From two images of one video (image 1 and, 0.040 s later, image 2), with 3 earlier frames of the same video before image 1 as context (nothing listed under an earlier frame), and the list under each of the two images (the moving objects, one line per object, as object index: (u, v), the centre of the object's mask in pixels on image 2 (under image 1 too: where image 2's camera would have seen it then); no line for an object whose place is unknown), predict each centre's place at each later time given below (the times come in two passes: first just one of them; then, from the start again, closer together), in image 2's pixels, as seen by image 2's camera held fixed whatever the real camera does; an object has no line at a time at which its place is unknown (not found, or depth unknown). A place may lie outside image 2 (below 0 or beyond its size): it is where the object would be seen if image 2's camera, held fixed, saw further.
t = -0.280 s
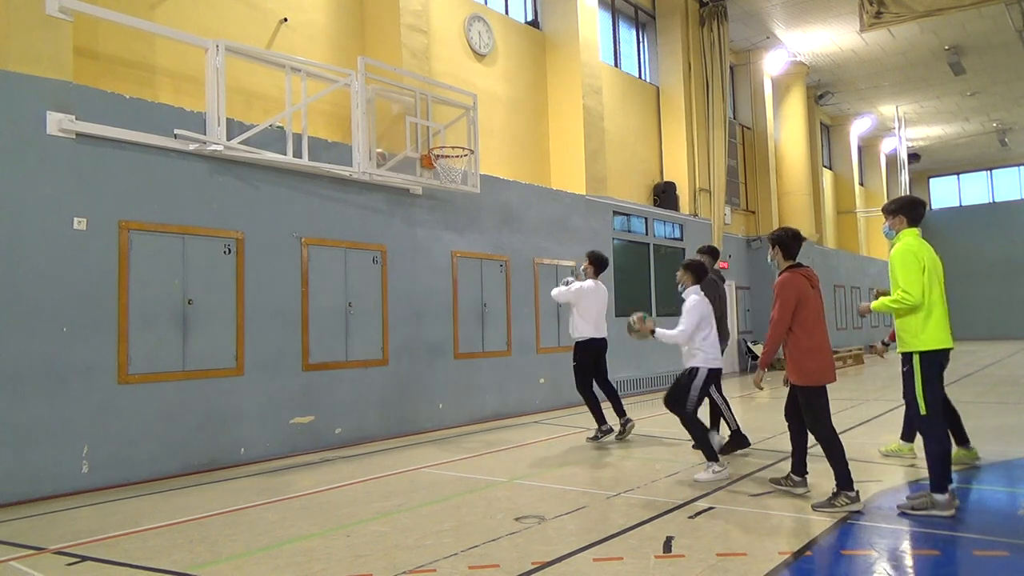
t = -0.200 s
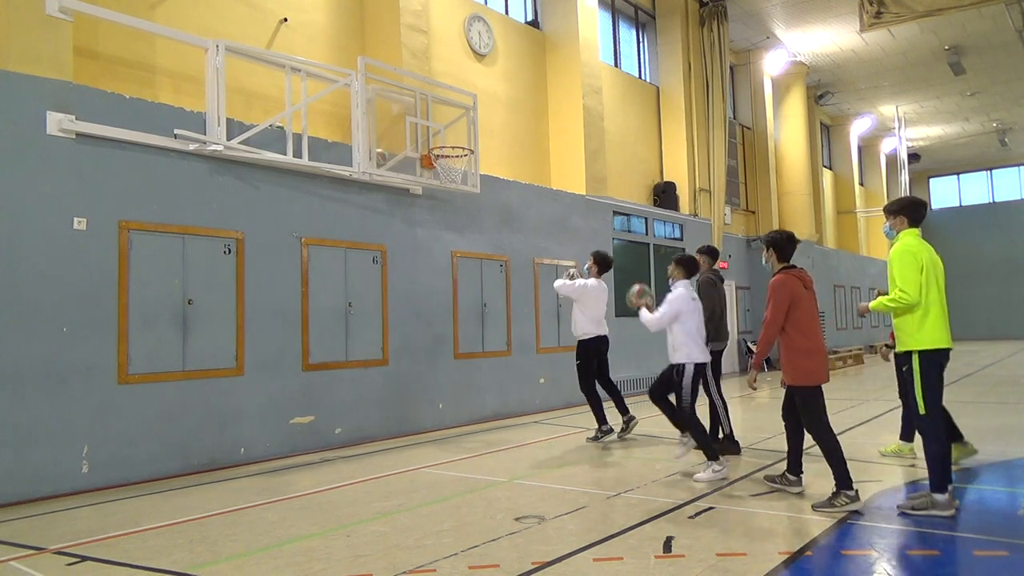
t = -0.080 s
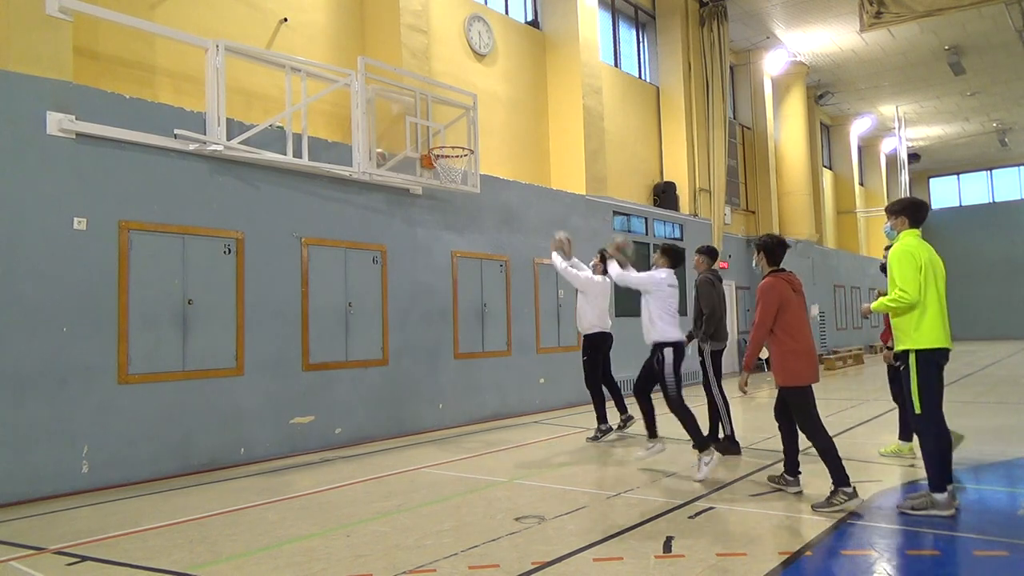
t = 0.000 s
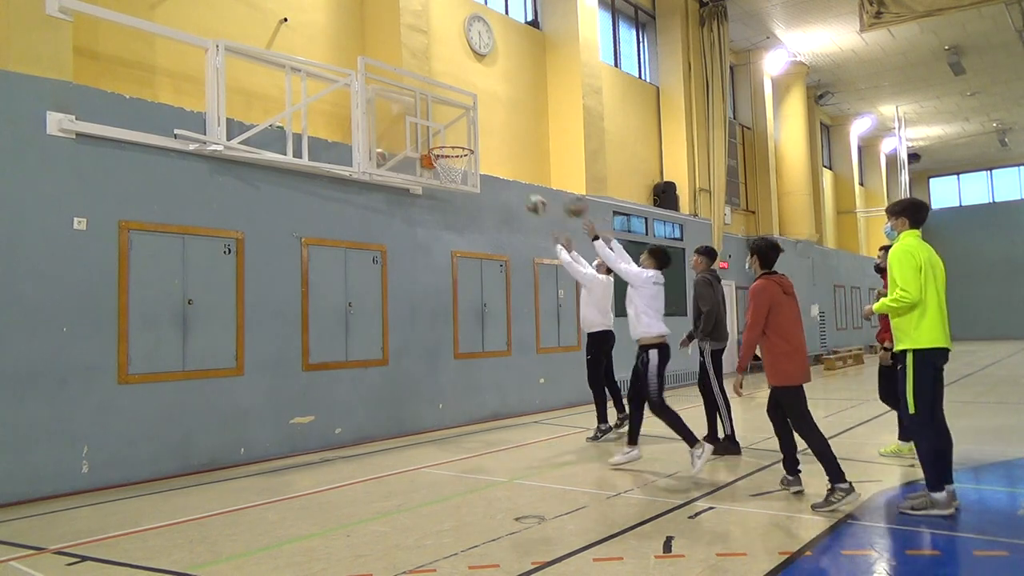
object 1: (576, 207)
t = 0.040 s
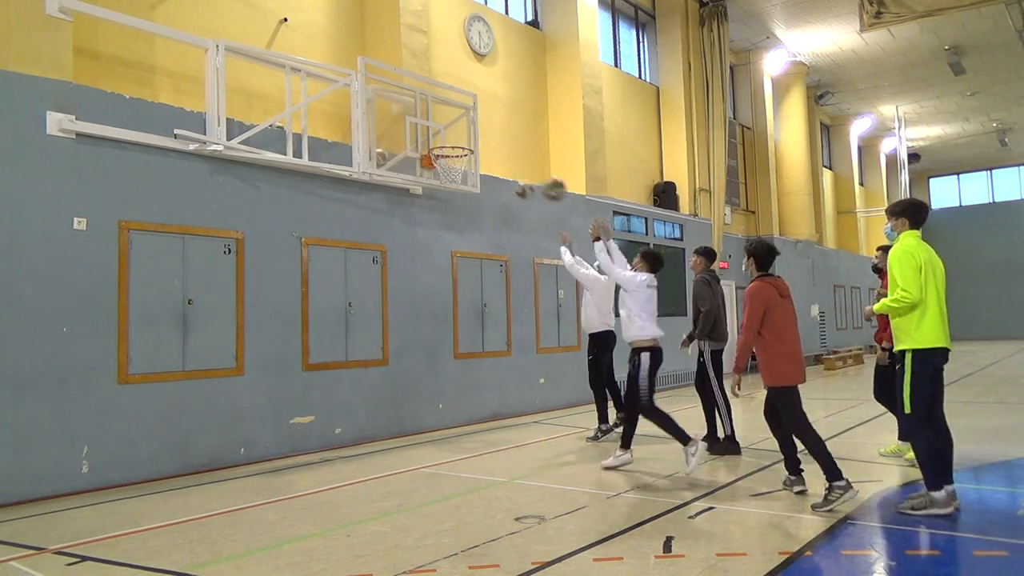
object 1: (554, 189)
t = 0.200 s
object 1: (477, 144)
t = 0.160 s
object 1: (494, 152)
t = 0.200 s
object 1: (477, 144)
